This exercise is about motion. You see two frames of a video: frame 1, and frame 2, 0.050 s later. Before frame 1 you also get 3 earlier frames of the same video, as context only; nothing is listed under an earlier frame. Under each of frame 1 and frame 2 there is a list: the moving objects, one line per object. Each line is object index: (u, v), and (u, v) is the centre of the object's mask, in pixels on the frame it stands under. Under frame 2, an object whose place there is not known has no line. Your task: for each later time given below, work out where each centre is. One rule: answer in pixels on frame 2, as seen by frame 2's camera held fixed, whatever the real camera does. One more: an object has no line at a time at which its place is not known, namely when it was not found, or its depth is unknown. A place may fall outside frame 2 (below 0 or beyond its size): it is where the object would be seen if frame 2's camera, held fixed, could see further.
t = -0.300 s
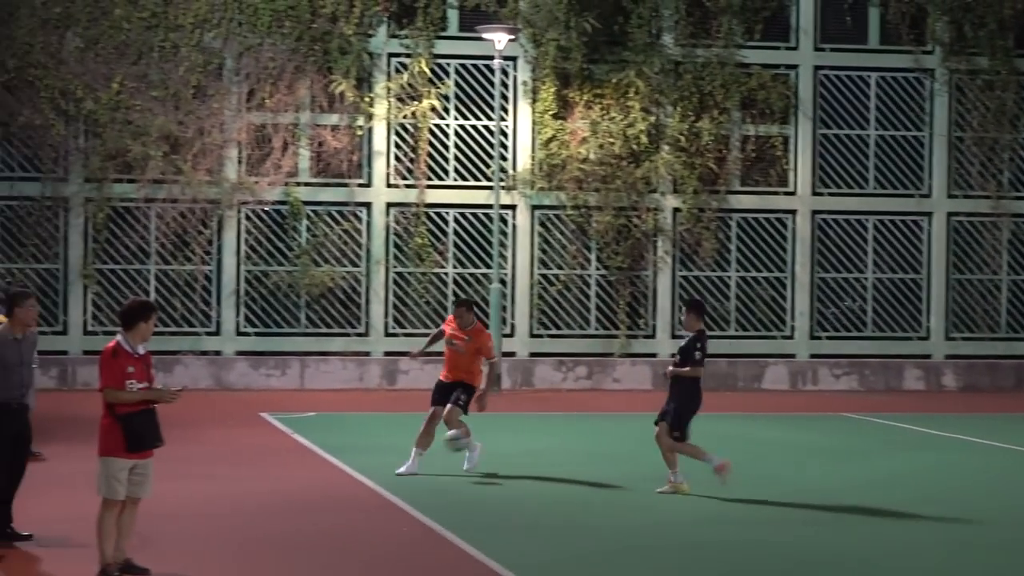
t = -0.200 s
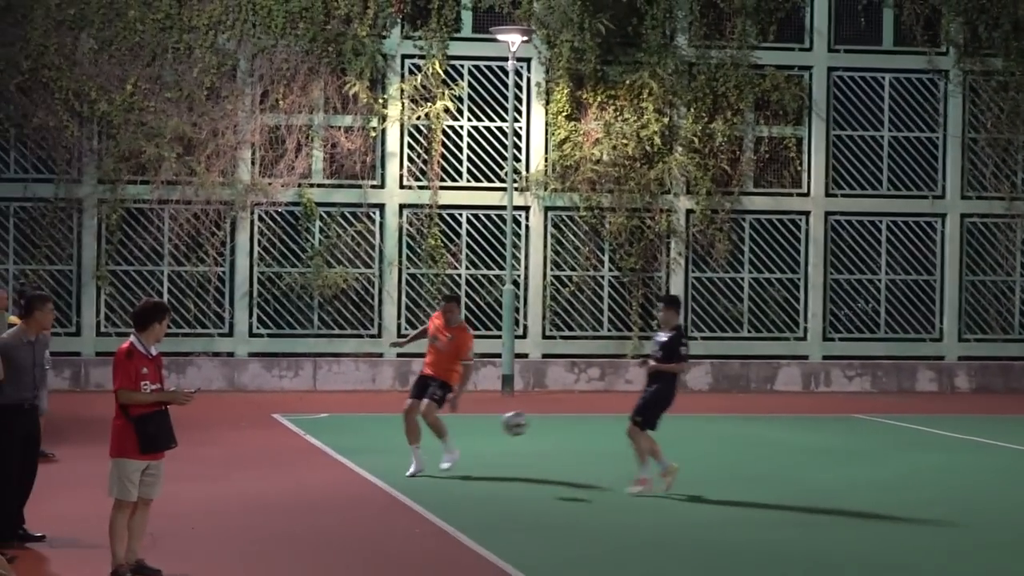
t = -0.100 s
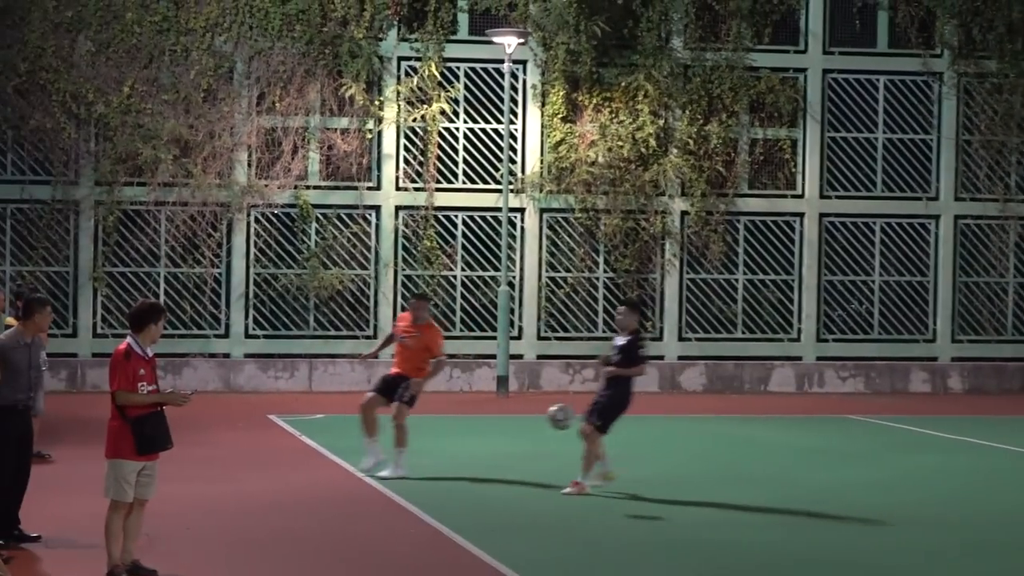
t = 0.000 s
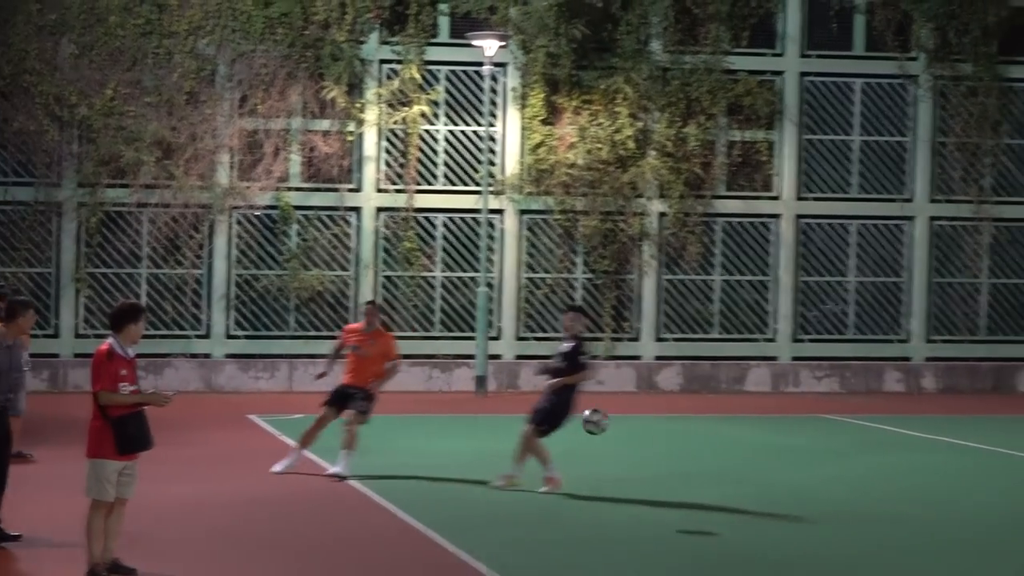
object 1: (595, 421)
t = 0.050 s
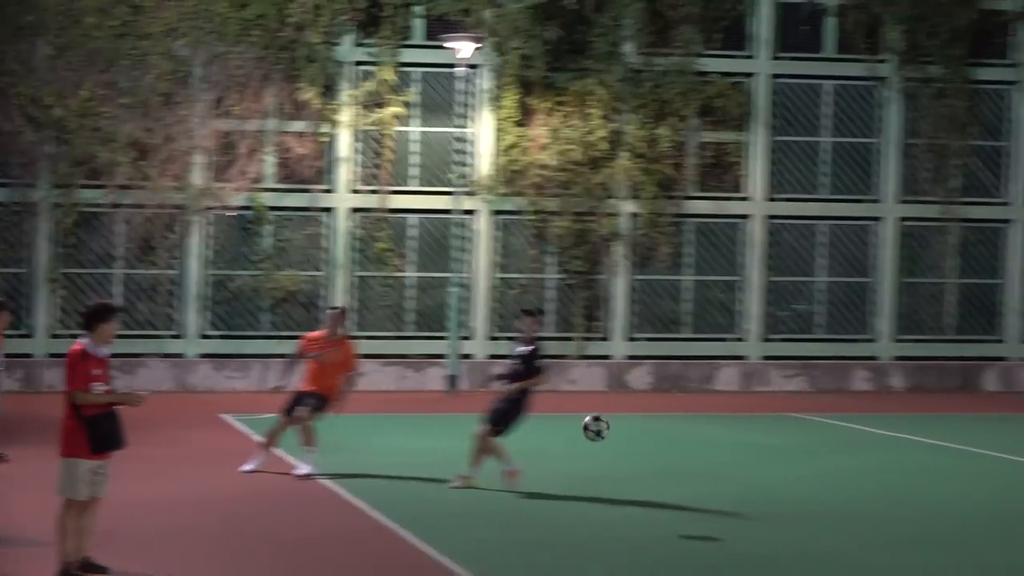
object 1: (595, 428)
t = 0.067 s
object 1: (603, 431)
